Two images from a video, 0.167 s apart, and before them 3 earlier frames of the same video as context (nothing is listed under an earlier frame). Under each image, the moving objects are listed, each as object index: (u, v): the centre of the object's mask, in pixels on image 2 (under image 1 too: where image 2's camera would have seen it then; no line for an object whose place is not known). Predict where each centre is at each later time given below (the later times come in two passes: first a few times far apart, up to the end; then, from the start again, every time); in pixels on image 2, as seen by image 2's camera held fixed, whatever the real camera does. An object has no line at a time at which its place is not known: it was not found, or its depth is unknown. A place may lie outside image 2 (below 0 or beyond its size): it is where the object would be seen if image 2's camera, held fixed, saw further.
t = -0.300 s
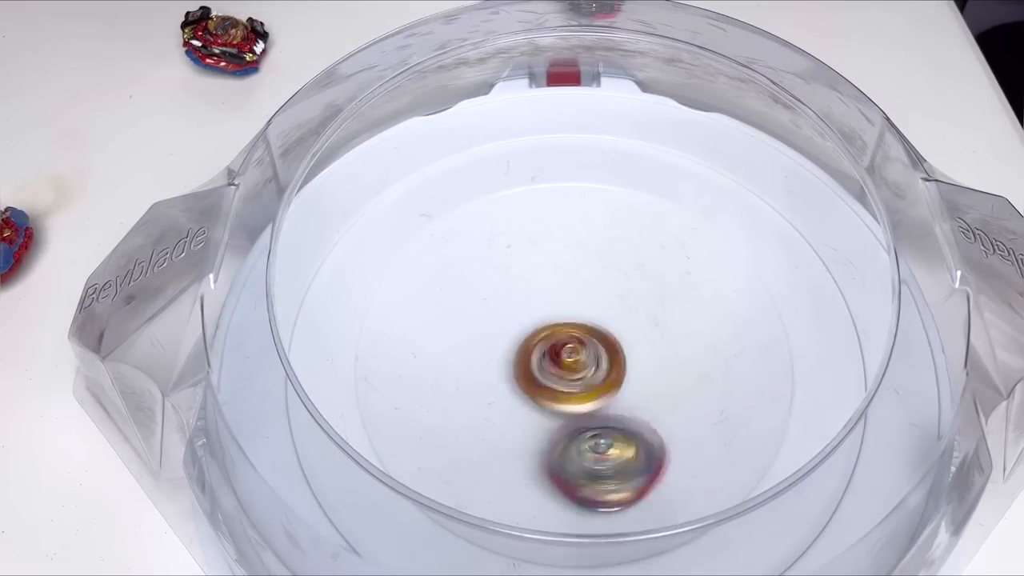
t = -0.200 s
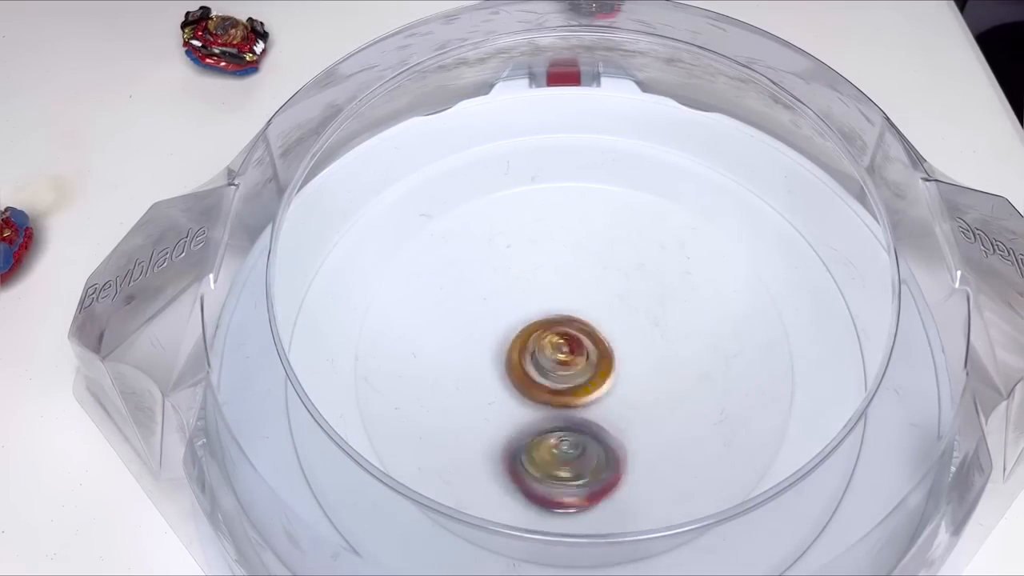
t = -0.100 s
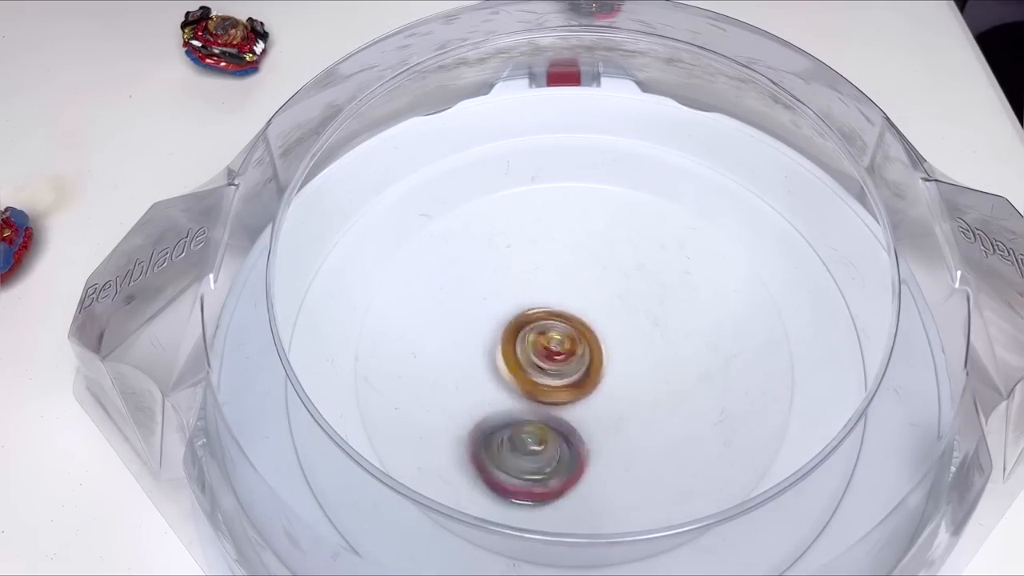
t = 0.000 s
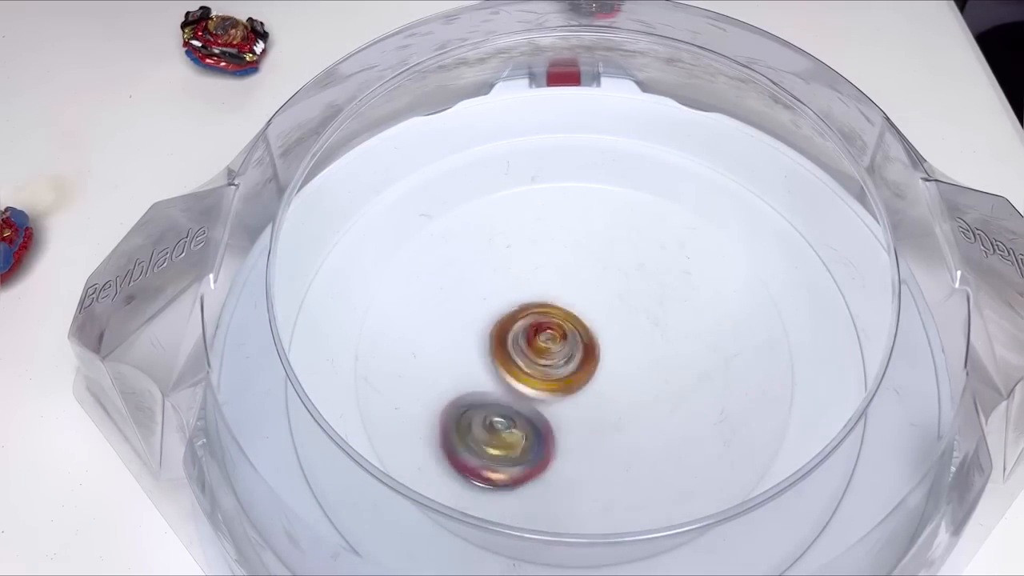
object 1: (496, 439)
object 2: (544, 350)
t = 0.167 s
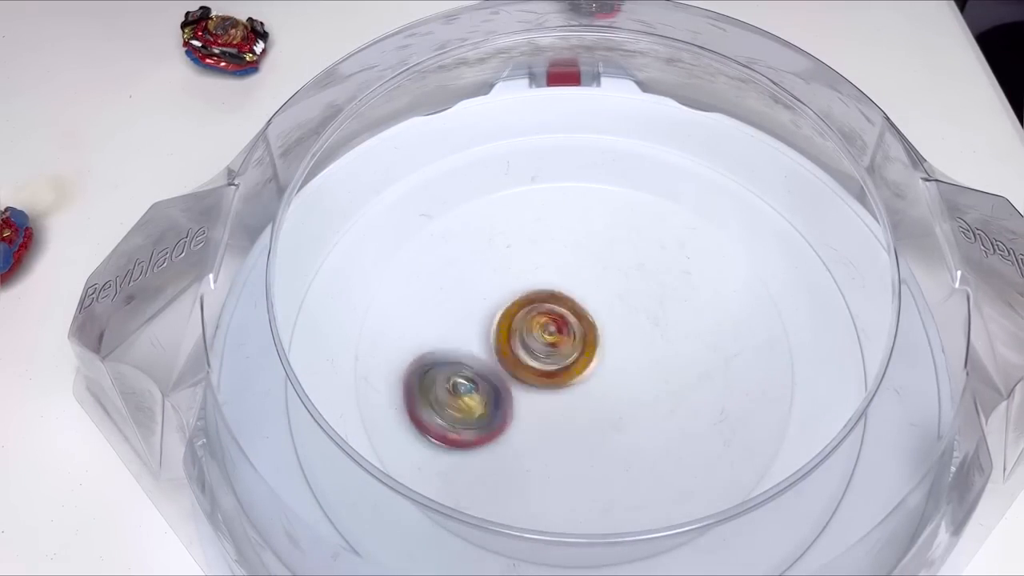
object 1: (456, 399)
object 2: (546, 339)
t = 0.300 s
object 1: (443, 361)
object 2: (553, 338)
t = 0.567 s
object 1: (461, 288)
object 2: (577, 340)
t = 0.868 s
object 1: (538, 246)
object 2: (588, 359)
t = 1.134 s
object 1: (618, 255)
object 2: (573, 371)
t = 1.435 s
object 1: (680, 315)
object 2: (553, 364)
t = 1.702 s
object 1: (676, 389)
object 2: (549, 344)
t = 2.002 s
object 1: (602, 443)
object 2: (569, 336)
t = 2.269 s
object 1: (513, 433)
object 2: (586, 343)
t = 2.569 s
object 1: (456, 364)
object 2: (578, 367)
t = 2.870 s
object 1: (476, 291)
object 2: (558, 367)
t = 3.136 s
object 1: (523, 232)
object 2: (570, 384)
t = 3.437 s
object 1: (592, 256)
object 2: (581, 372)
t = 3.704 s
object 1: (635, 296)
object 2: (566, 381)
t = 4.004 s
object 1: (761, 369)
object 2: (476, 380)
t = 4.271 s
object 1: (751, 333)
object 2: (511, 382)
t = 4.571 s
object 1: (642, 318)
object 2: (518, 321)
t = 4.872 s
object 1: (568, 443)
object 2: (501, 334)
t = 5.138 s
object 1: (568, 434)
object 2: (531, 326)
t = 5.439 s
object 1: (581, 407)
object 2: (531, 326)
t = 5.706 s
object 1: (580, 407)
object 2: (533, 327)
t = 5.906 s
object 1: (571, 408)
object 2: (533, 327)
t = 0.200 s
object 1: (452, 389)
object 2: (548, 339)
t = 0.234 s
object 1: (447, 380)
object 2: (549, 339)
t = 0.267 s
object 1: (445, 370)
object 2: (552, 339)
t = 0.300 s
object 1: (443, 361)
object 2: (553, 338)
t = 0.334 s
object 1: (442, 350)
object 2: (557, 338)
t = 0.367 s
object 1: (442, 340)
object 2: (559, 338)
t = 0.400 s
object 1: (443, 331)
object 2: (563, 336)
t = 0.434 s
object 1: (445, 322)
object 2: (566, 337)
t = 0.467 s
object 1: (449, 313)
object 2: (568, 335)
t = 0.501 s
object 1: (452, 304)
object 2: (571, 337)
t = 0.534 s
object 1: (456, 295)
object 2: (573, 337)
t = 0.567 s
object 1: (461, 288)
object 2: (577, 340)
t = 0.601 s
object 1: (468, 281)
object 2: (579, 341)
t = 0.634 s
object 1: (475, 274)
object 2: (583, 342)
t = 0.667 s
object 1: (483, 267)
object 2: (584, 345)
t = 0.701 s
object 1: (491, 262)
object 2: (587, 345)
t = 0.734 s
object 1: (500, 258)
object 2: (587, 348)
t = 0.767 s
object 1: (509, 253)
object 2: (587, 349)
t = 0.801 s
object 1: (519, 250)
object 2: (587, 353)
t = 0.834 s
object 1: (528, 247)
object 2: (586, 356)
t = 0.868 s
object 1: (538, 246)
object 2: (588, 359)
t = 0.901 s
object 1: (548, 245)
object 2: (586, 361)
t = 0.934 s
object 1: (558, 245)
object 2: (587, 362)
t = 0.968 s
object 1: (569, 245)
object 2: (584, 364)
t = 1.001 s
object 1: (578, 245)
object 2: (582, 365)
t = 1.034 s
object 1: (588, 247)
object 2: (581, 368)
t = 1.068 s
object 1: (598, 249)
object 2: (577, 368)
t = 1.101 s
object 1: (608, 252)
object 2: (576, 370)
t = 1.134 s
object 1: (618, 255)
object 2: (573, 371)
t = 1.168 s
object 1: (626, 260)
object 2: (572, 371)
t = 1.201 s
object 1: (636, 265)
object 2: (569, 371)
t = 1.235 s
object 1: (644, 270)
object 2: (567, 369)
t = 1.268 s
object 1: (652, 275)
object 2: (564, 369)
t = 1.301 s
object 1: (659, 282)
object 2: (560, 367)
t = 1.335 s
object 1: (665, 291)
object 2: (559, 368)
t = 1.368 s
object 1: (671, 298)
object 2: (556, 367)
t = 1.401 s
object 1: (676, 306)
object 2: (555, 365)
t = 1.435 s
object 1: (680, 315)
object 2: (553, 364)
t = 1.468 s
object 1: (683, 324)
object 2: (552, 359)
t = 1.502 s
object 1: (685, 333)
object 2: (550, 358)
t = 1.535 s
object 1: (687, 342)
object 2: (547, 356)
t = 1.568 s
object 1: (687, 352)
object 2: (548, 354)
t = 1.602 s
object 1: (685, 361)
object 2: (547, 353)
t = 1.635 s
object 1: (684, 370)
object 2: (549, 349)
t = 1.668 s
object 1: (681, 380)
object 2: (549, 347)
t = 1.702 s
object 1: (676, 389)
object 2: (549, 344)
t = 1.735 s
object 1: (671, 397)
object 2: (552, 344)
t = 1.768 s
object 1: (665, 406)
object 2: (552, 342)
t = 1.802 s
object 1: (658, 414)
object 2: (556, 341)
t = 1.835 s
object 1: (651, 420)
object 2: (557, 339)
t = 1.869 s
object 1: (642, 426)
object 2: (560, 336)
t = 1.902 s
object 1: (633, 432)
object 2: (562, 336)
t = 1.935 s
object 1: (622, 437)
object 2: (563, 334)
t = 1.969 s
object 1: (612, 440)
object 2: (567, 335)
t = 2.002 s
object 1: (602, 443)
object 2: (569, 336)
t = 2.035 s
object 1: (589, 445)
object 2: (573, 334)
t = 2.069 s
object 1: (578, 446)
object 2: (575, 336)
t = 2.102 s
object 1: (567, 446)
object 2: (576, 335)
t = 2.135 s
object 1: (556, 445)
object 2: (579, 338)
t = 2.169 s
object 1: (544, 443)
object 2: (580, 339)
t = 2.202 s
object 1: (532, 440)
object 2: (584, 341)
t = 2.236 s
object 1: (523, 437)
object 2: (585, 343)
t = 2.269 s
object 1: (513, 433)
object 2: (586, 343)
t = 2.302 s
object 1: (502, 427)
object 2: (586, 347)
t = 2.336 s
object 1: (493, 421)
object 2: (585, 349)
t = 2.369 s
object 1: (486, 414)
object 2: (587, 352)
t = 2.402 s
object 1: (479, 407)
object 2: (584, 355)
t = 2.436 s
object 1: (472, 399)
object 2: (585, 356)
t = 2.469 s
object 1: (466, 391)
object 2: (583, 359)
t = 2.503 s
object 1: (463, 382)
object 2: (580, 361)
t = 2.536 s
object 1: (459, 373)
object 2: (581, 364)
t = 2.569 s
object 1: (456, 364)
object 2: (578, 367)
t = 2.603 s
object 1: (454, 355)
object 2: (577, 367)
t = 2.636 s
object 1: (455, 345)
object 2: (575, 369)
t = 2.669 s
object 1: (456, 337)
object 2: (571, 368)
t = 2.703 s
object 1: (457, 328)
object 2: (569, 371)
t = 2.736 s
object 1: (458, 321)
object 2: (566, 372)
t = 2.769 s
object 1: (461, 312)
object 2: (565, 370)
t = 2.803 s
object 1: (465, 303)
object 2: (563, 370)
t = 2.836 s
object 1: (470, 296)
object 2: (559, 367)
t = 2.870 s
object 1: (476, 291)
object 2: (558, 367)
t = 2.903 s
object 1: (482, 284)
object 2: (555, 367)
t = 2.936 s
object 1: (485, 268)
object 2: (560, 374)
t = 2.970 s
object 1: (490, 253)
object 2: (565, 381)
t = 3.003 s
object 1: (497, 246)
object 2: (566, 387)
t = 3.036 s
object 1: (503, 241)
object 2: (567, 388)
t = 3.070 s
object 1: (509, 238)
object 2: (567, 387)
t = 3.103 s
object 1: (516, 234)
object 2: (566, 384)
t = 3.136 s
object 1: (523, 232)
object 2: (570, 384)
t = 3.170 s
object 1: (532, 231)
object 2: (571, 386)
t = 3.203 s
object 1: (540, 231)
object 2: (570, 383)
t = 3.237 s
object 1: (548, 231)
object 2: (573, 382)
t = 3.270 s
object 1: (556, 233)
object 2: (574, 384)
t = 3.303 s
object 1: (565, 236)
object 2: (575, 381)
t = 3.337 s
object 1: (572, 240)
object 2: (577, 380)
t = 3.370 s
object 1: (579, 245)
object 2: (576, 377)
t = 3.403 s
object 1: (586, 250)
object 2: (580, 374)
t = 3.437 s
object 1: (592, 256)
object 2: (581, 372)
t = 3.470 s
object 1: (597, 264)
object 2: (579, 367)
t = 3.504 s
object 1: (604, 268)
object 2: (580, 370)
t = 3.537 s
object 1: (617, 267)
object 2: (574, 378)
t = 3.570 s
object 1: (627, 270)
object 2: (568, 380)
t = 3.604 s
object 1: (632, 274)
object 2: (566, 381)
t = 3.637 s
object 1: (633, 281)
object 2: (566, 382)
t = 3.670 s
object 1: (635, 288)
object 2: (566, 380)
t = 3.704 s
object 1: (635, 296)
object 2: (566, 381)
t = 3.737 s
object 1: (635, 307)
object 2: (565, 383)
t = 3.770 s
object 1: (636, 316)
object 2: (558, 380)
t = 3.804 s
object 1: (642, 331)
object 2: (550, 379)
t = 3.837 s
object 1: (665, 341)
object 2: (530, 379)
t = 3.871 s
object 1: (690, 351)
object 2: (509, 378)
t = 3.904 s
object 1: (713, 359)
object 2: (497, 376)
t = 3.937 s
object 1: (734, 366)
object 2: (487, 375)
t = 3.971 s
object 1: (750, 369)
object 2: (482, 377)
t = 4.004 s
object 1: (761, 369)
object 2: (476, 380)
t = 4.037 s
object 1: (764, 367)
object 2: (477, 381)
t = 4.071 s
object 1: (764, 361)
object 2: (477, 381)
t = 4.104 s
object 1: (763, 356)
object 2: (481, 381)
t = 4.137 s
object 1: (762, 352)
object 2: (487, 383)
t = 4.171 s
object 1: (760, 347)
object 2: (492, 384)
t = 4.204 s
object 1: (758, 341)
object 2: (500, 387)
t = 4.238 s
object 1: (756, 336)
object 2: (504, 386)
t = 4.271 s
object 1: (751, 333)
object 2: (511, 382)
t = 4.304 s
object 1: (745, 330)
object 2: (518, 378)
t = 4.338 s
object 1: (738, 327)
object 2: (523, 368)
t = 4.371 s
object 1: (732, 323)
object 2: (529, 355)
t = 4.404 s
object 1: (725, 322)
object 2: (532, 343)
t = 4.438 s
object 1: (717, 319)
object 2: (530, 331)
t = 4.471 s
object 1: (706, 316)
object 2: (527, 324)
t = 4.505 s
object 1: (689, 315)
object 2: (522, 320)
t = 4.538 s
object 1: (668, 315)
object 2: (520, 320)
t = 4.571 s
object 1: (642, 318)
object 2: (518, 321)
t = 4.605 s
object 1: (617, 327)
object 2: (511, 319)
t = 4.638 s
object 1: (599, 340)
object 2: (501, 322)
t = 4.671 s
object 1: (582, 360)
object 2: (498, 328)
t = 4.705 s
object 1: (571, 380)
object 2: (499, 332)
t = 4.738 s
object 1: (569, 401)
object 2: (499, 332)
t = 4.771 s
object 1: (567, 416)
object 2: (501, 331)
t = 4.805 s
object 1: (567, 428)
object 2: (501, 331)
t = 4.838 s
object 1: (567, 437)
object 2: (501, 332)
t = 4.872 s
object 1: (568, 443)
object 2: (501, 334)
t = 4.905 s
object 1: (572, 445)
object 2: (502, 336)
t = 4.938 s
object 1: (574, 446)
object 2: (505, 339)
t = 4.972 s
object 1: (575, 447)
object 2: (508, 342)
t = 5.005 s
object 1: (574, 447)
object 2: (515, 344)
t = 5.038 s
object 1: (572, 446)
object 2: (523, 343)
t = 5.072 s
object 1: (570, 444)
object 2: (530, 338)
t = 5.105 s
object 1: (569, 440)
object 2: (533, 331)
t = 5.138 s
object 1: (568, 434)
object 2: (531, 326)
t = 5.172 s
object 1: (570, 428)
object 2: (527, 322)
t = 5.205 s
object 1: (576, 422)
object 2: (523, 320)
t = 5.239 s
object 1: (584, 416)
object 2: (521, 319)
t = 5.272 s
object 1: (591, 413)
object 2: (519, 319)
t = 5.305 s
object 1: (596, 412)
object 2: (520, 319)
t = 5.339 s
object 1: (595, 411)
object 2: (522, 320)
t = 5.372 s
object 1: (592, 409)
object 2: (525, 321)
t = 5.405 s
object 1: (588, 408)
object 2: (529, 323)
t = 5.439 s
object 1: (581, 407)
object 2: (531, 326)
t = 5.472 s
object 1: (574, 408)
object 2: (532, 327)
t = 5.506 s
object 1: (570, 410)
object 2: (532, 326)
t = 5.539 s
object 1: (568, 411)
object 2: (531, 326)
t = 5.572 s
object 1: (569, 411)
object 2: (531, 326)
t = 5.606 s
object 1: (570, 409)
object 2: (532, 326)
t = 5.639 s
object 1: (574, 408)
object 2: (533, 327)
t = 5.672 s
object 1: (578, 407)
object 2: (533, 328)
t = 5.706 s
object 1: (580, 407)
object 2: (533, 327)
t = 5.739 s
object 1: (581, 407)
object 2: (533, 327)
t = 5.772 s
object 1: (579, 407)
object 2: (533, 328)
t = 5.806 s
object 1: (576, 407)
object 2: (533, 328)
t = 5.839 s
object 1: (574, 408)
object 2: (533, 328)
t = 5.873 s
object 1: (572, 408)
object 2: (533, 327)
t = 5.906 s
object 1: (571, 408)
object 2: (533, 327)
